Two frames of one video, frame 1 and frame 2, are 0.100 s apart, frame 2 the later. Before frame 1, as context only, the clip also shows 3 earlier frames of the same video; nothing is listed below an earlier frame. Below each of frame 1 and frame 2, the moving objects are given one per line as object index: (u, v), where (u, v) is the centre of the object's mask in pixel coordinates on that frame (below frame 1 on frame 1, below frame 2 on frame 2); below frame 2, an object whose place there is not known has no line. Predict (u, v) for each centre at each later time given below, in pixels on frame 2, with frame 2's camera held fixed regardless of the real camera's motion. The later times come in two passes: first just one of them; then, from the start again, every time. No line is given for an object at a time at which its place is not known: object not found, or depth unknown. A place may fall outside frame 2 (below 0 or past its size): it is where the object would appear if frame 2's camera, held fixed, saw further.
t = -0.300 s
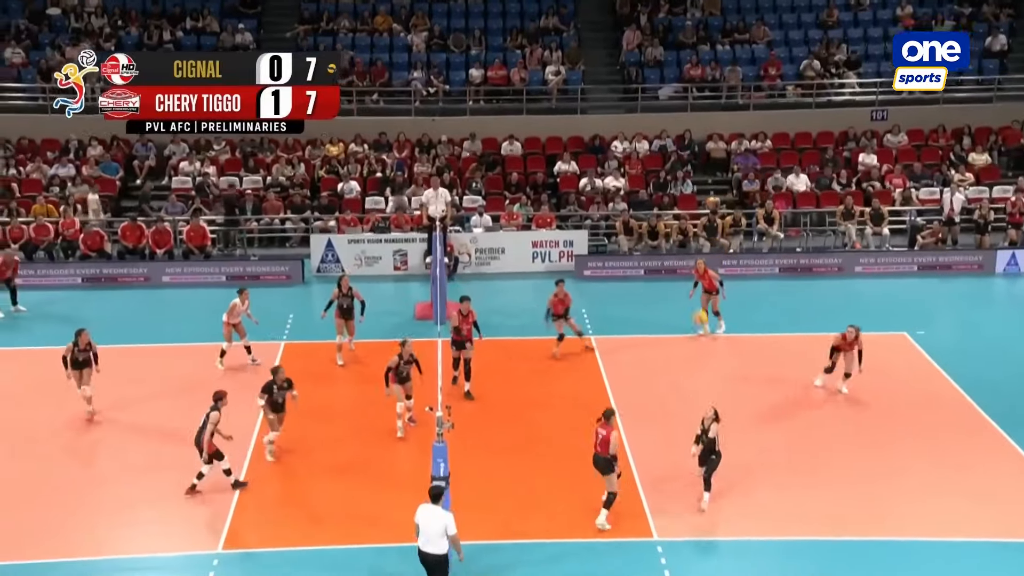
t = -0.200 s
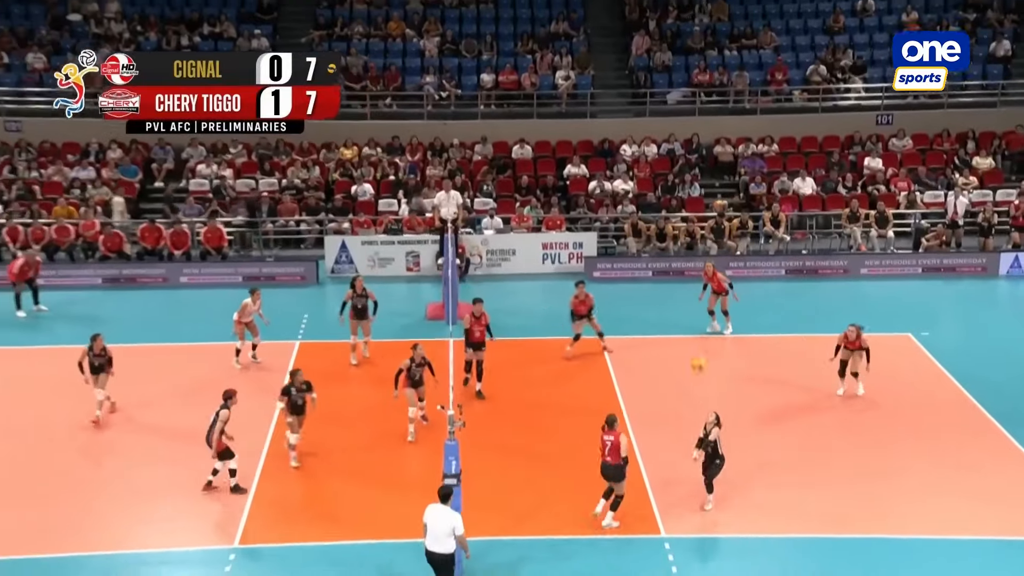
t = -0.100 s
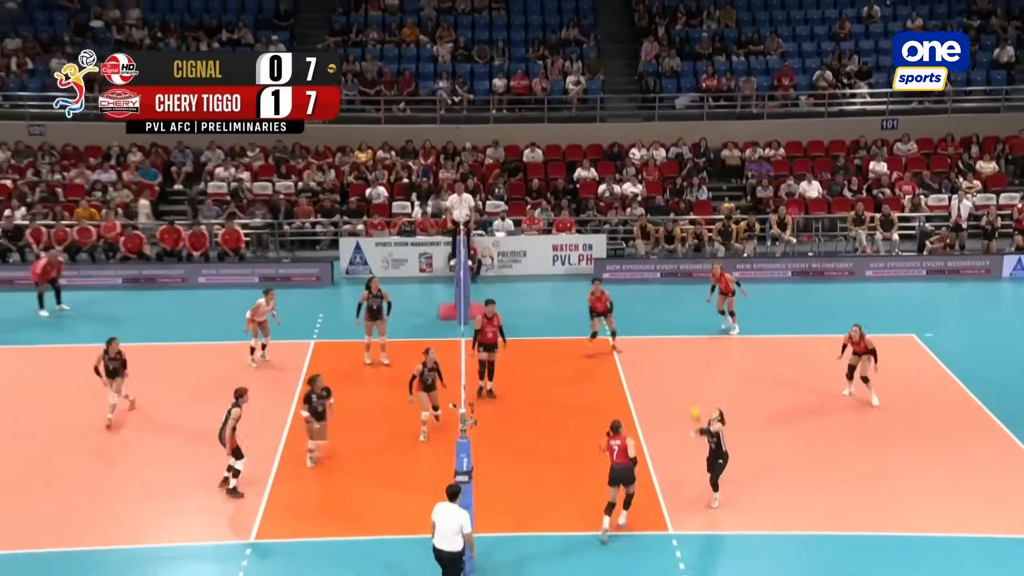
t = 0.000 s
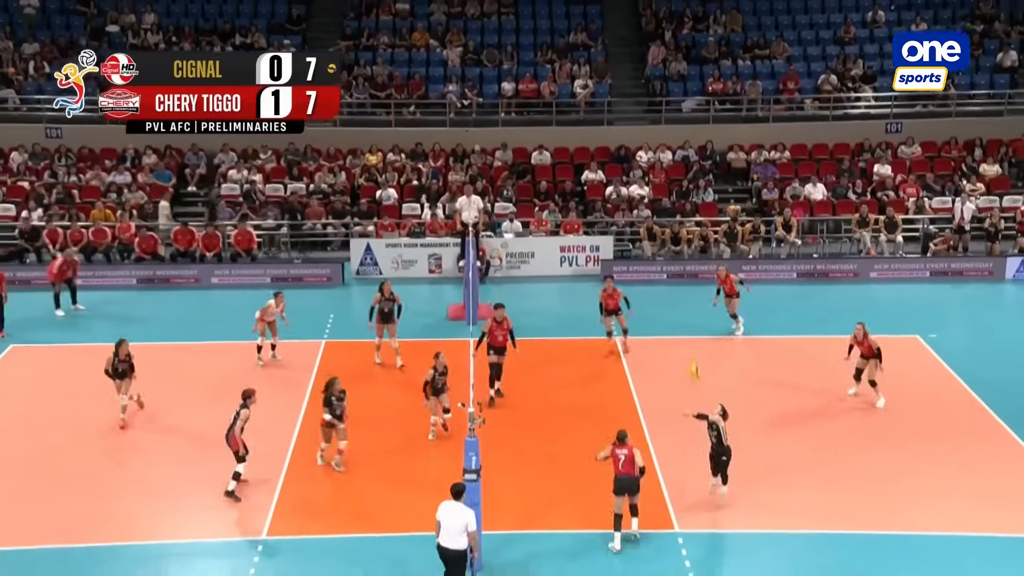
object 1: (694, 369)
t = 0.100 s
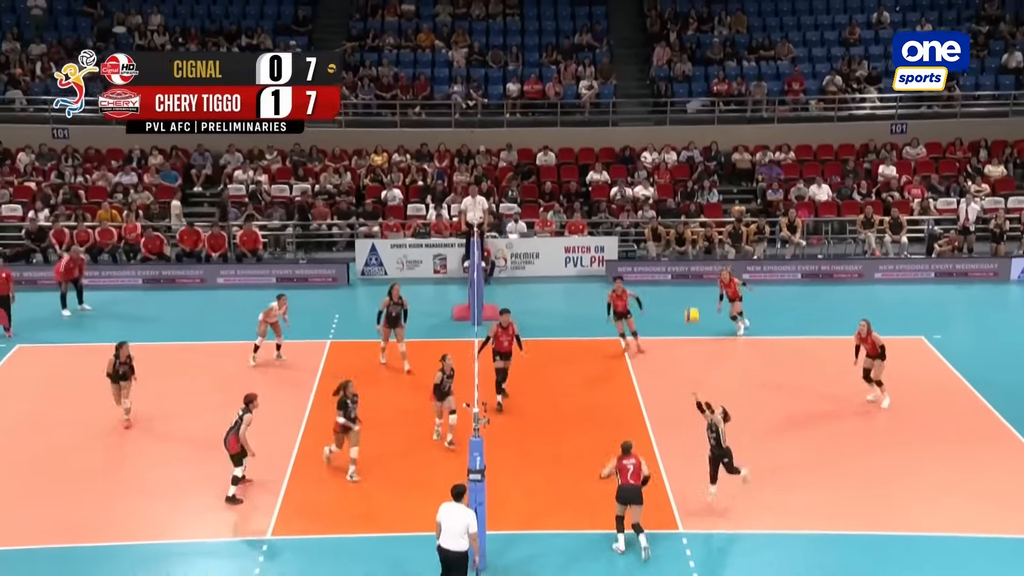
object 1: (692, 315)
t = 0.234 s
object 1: (683, 251)
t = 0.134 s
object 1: (690, 298)
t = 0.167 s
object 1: (688, 281)
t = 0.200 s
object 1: (686, 265)
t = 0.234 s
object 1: (683, 251)
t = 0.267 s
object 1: (681, 237)
